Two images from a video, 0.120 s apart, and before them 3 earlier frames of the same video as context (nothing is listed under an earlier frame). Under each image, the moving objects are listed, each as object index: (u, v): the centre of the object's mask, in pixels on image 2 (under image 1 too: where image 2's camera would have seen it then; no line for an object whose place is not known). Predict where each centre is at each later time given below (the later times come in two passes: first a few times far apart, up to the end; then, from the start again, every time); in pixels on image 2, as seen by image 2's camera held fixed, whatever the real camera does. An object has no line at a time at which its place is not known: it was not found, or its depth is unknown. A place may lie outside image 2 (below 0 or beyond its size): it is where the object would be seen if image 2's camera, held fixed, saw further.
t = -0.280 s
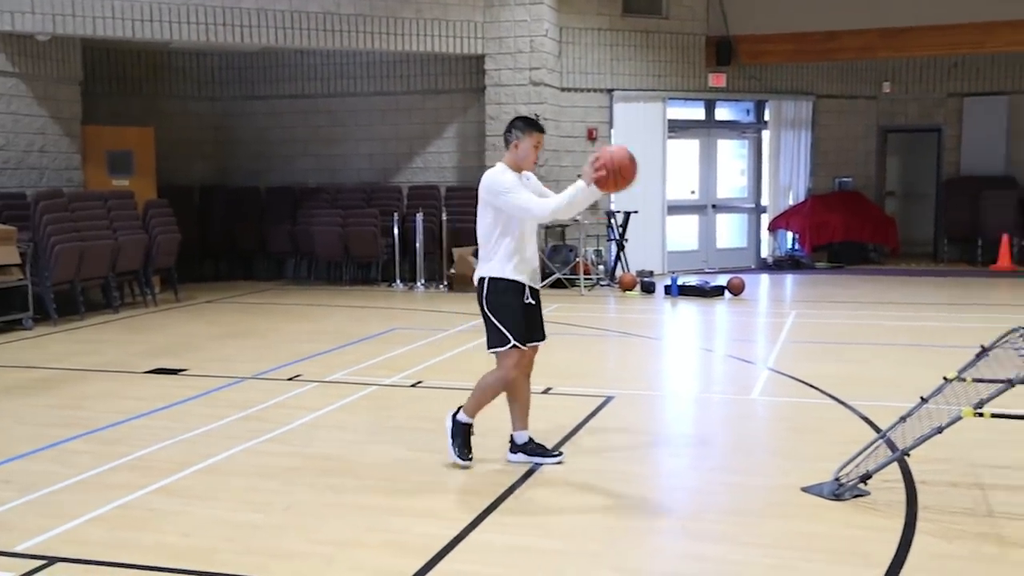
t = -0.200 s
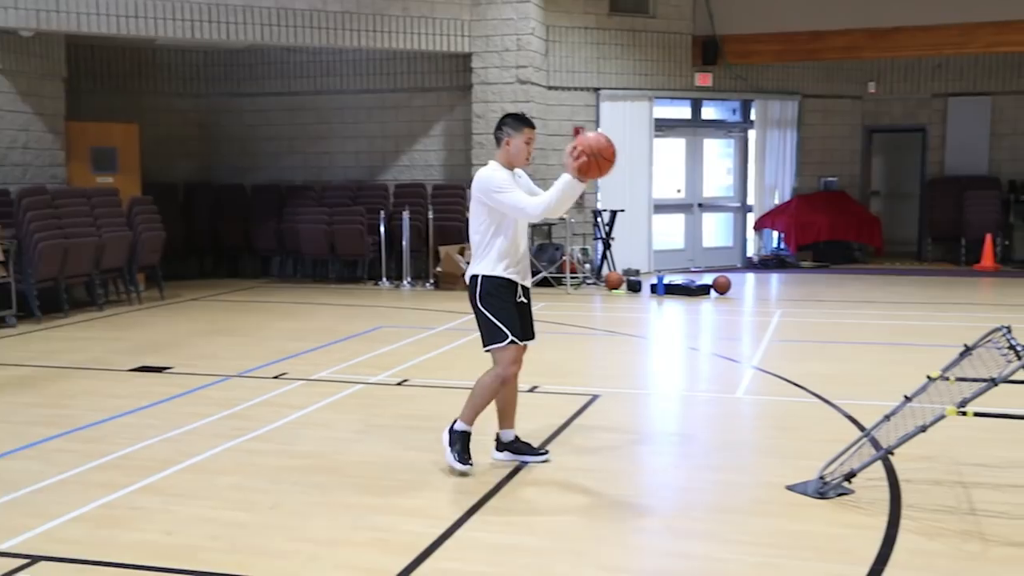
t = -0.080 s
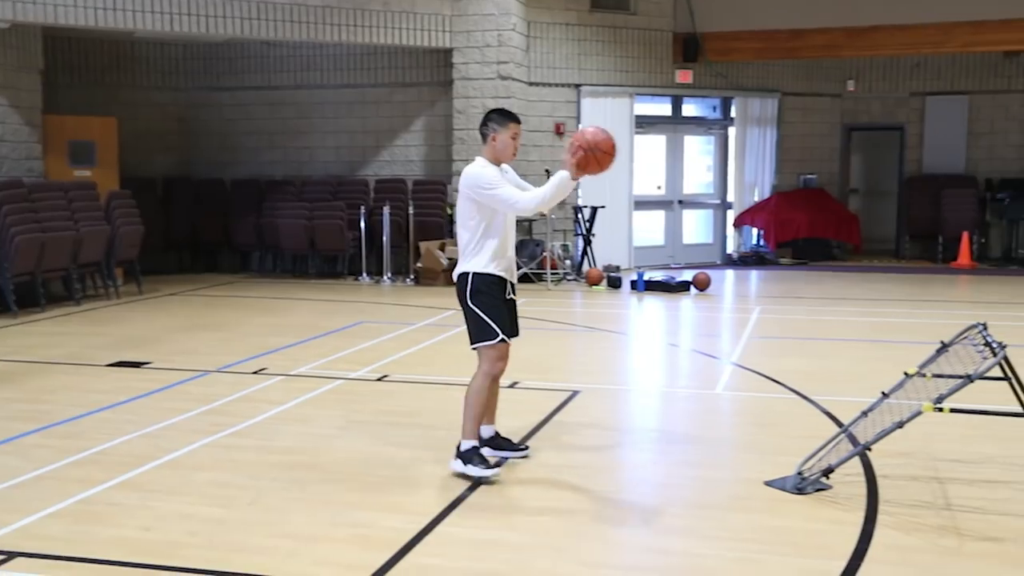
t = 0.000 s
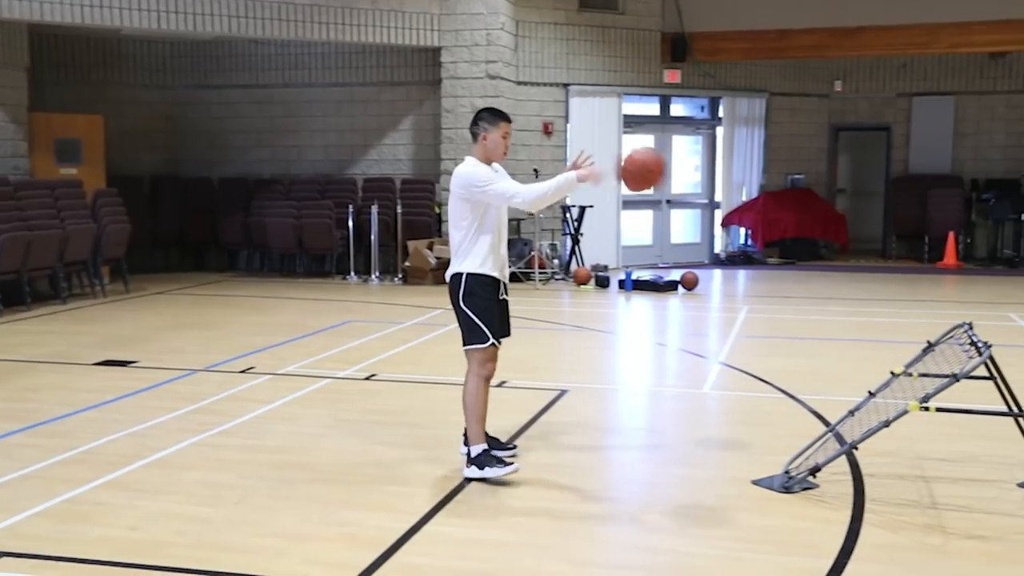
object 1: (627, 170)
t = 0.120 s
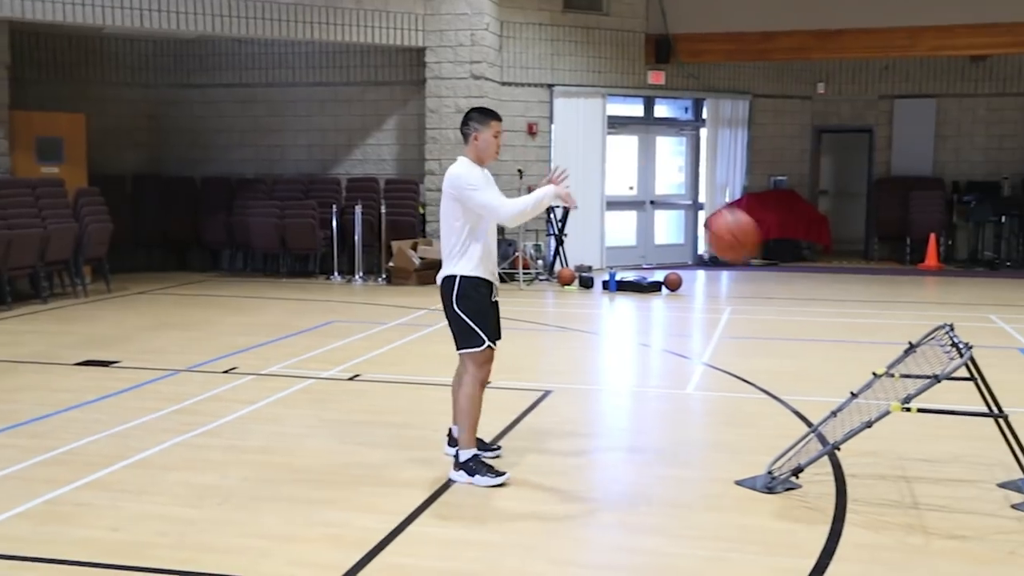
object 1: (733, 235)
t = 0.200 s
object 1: (802, 293)
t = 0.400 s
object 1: (833, 348)
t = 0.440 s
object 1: (798, 325)
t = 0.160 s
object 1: (767, 260)
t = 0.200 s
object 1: (802, 293)
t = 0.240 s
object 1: (840, 330)
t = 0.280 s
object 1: (876, 371)
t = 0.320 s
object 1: (893, 397)
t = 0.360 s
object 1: (868, 375)
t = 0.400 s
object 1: (833, 348)
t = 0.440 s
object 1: (798, 325)
